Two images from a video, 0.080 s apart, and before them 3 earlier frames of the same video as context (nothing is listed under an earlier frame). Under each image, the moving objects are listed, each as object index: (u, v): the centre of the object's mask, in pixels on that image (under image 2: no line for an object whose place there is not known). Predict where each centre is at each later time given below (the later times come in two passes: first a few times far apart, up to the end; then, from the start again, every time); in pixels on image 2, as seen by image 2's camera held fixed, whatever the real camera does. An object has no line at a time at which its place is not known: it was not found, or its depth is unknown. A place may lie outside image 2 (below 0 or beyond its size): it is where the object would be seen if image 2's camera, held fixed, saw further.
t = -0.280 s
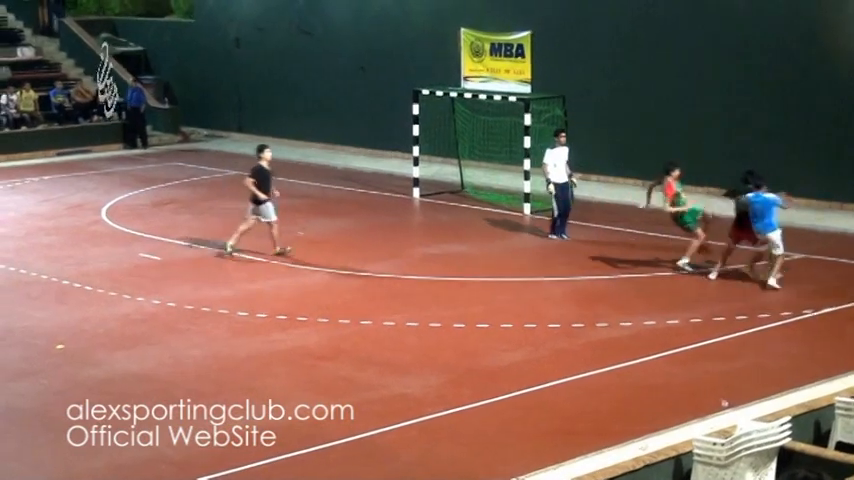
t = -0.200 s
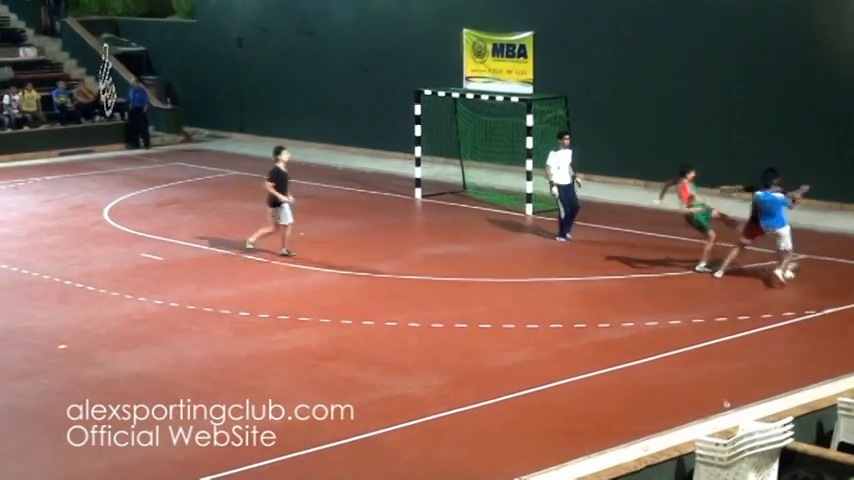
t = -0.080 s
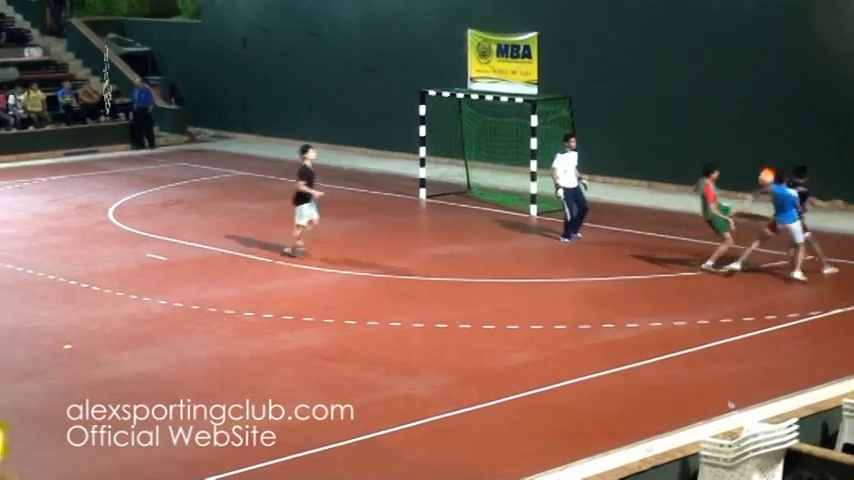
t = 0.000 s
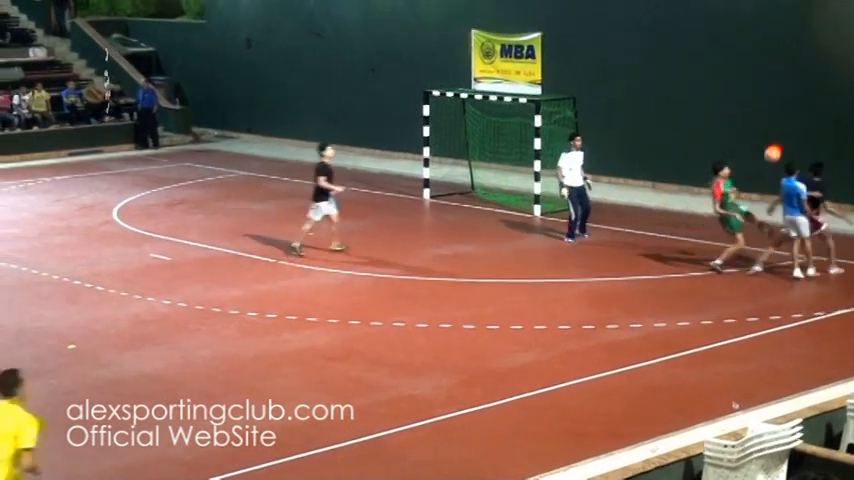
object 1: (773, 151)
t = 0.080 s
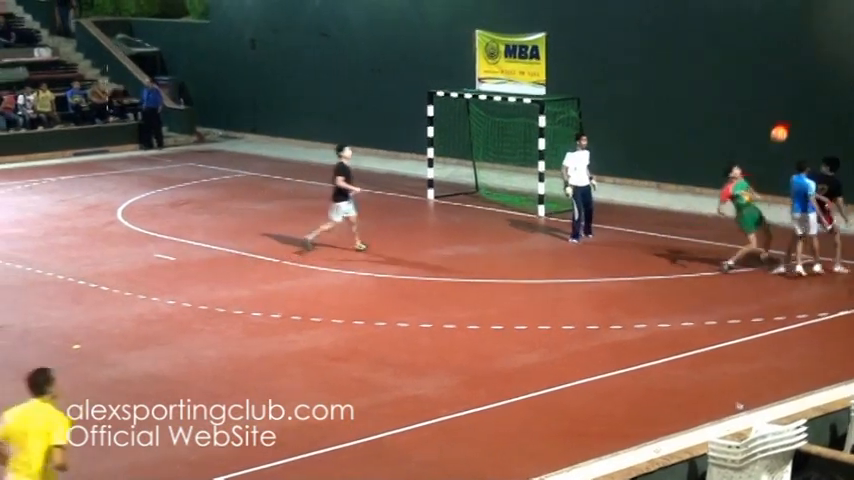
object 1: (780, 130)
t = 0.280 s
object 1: (783, 99)
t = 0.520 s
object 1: (785, 98)
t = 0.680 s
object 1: (785, 120)
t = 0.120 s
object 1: (780, 122)
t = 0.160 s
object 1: (781, 114)
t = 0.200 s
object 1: (781, 109)
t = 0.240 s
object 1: (782, 104)
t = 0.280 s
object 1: (783, 99)
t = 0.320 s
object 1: (784, 96)
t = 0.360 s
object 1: (784, 94)
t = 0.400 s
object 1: (784, 93)
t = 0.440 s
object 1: (784, 94)
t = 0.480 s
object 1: (785, 95)
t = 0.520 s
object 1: (785, 98)
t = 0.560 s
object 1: (785, 102)
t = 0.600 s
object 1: (786, 106)
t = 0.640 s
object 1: (786, 113)
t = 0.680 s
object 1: (785, 120)
